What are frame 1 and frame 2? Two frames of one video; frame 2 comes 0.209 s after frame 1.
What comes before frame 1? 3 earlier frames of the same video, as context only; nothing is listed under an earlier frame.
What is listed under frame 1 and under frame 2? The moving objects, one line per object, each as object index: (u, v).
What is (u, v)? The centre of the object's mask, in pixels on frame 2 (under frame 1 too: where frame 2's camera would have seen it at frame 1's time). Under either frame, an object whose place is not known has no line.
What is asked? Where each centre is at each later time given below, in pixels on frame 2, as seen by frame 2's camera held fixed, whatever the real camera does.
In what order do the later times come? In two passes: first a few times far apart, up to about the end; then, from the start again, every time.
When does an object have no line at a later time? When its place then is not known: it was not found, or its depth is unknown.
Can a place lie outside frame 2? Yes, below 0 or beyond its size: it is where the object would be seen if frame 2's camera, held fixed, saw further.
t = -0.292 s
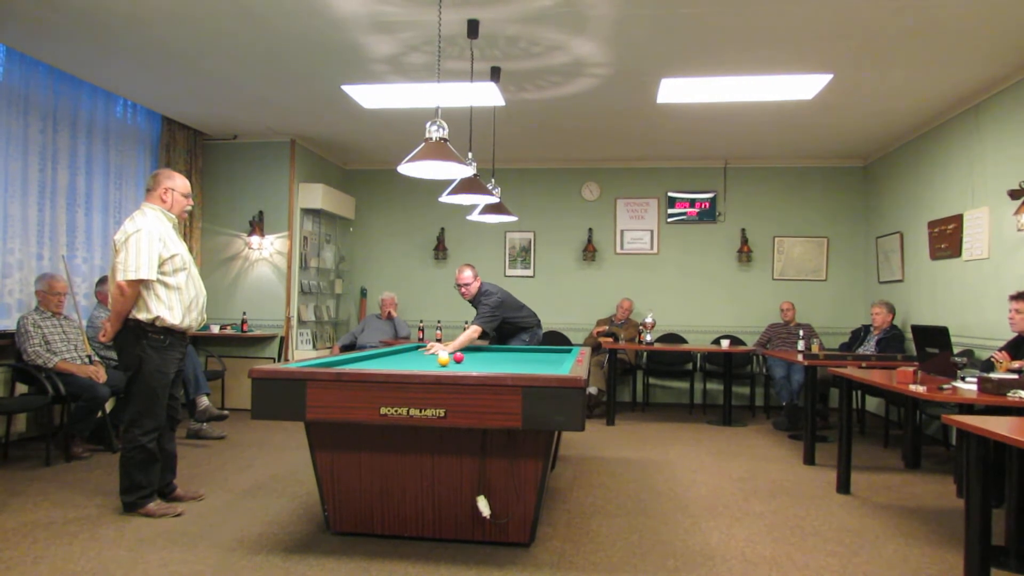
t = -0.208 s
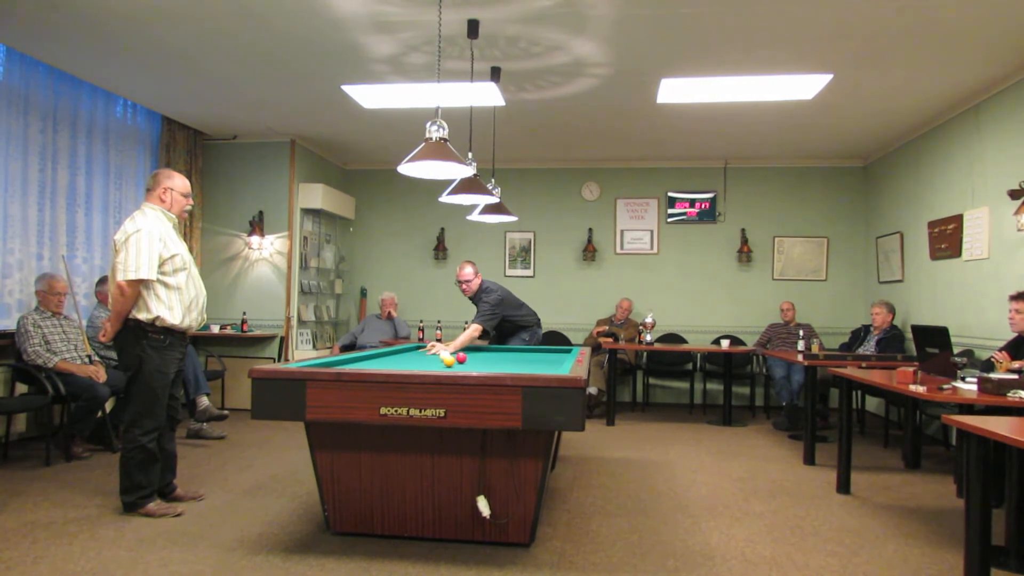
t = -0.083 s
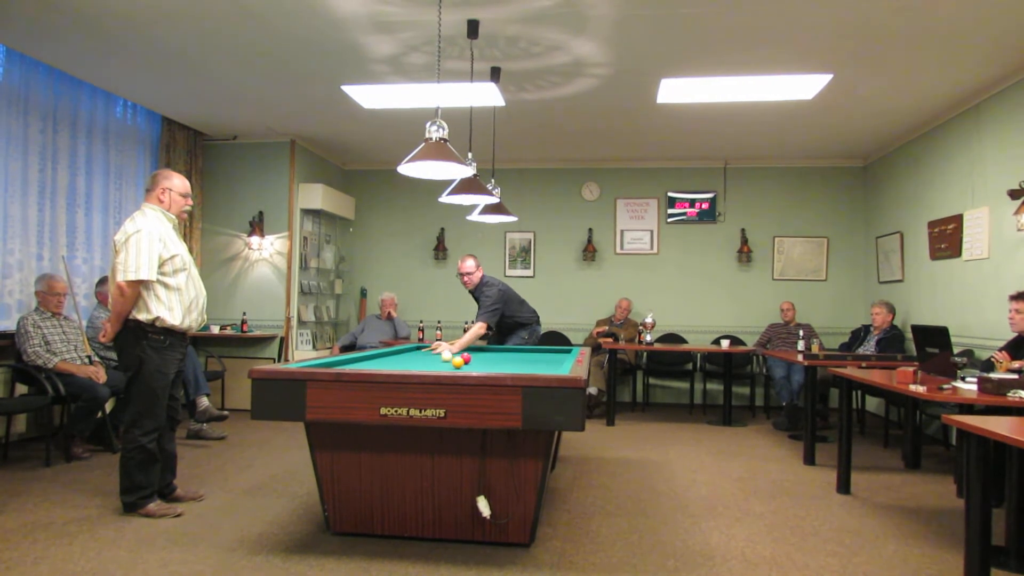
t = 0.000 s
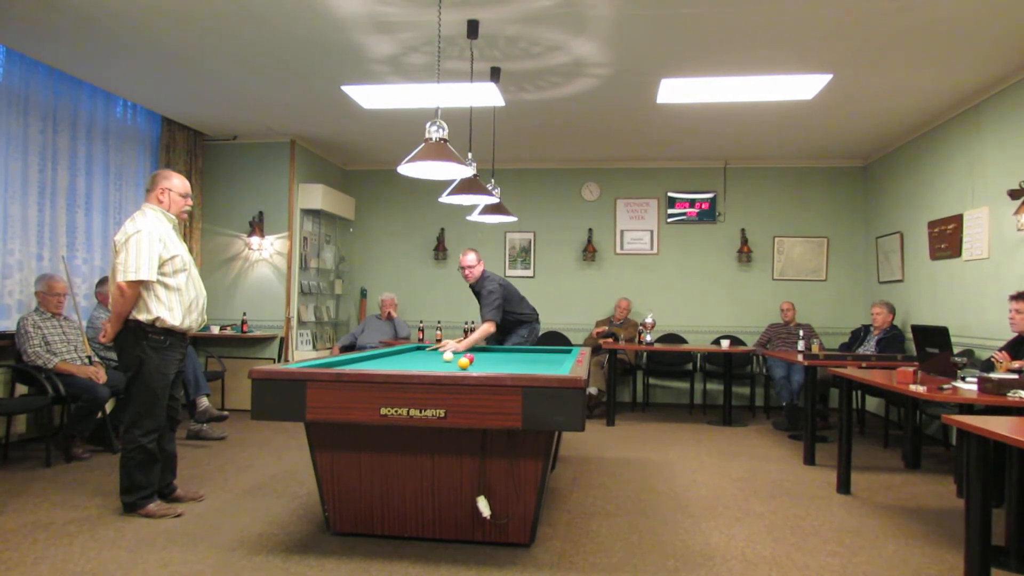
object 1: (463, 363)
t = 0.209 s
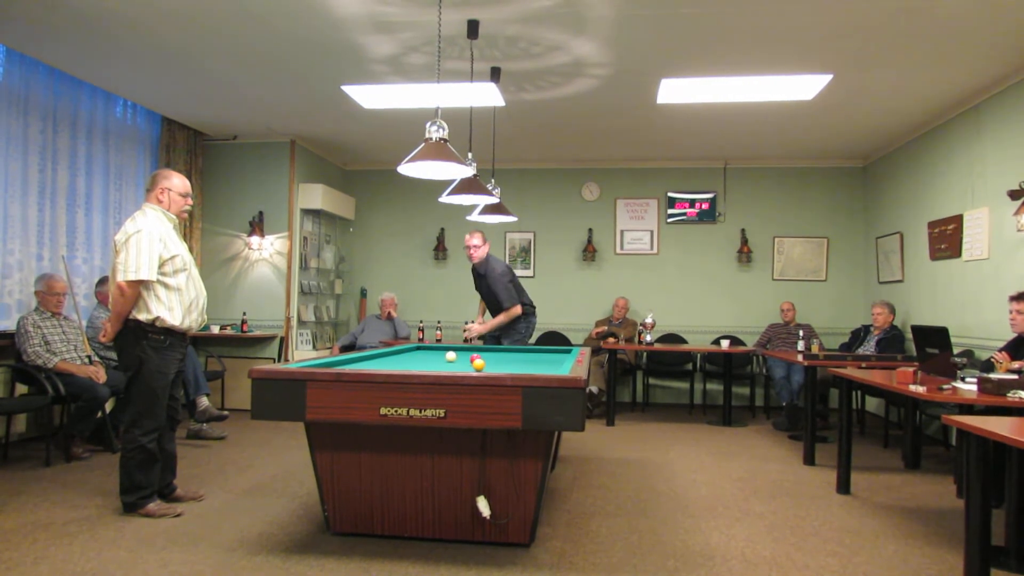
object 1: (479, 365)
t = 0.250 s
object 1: (482, 365)
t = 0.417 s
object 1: (494, 366)
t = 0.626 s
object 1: (510, 368)
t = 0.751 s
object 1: (521, 369)
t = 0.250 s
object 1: (482, 365)
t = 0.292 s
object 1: (485, 365)
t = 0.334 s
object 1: (488, 365)
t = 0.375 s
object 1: (491, 366)
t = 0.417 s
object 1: (494, 366)
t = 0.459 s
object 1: (497, 366)
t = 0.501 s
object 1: (501, 367)
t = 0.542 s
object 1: (504, 367)
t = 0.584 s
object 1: (507, 368)
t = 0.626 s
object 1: (510, 368)
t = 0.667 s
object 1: (514, 368)
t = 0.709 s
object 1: (518, 369)
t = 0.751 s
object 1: (521, 369)
